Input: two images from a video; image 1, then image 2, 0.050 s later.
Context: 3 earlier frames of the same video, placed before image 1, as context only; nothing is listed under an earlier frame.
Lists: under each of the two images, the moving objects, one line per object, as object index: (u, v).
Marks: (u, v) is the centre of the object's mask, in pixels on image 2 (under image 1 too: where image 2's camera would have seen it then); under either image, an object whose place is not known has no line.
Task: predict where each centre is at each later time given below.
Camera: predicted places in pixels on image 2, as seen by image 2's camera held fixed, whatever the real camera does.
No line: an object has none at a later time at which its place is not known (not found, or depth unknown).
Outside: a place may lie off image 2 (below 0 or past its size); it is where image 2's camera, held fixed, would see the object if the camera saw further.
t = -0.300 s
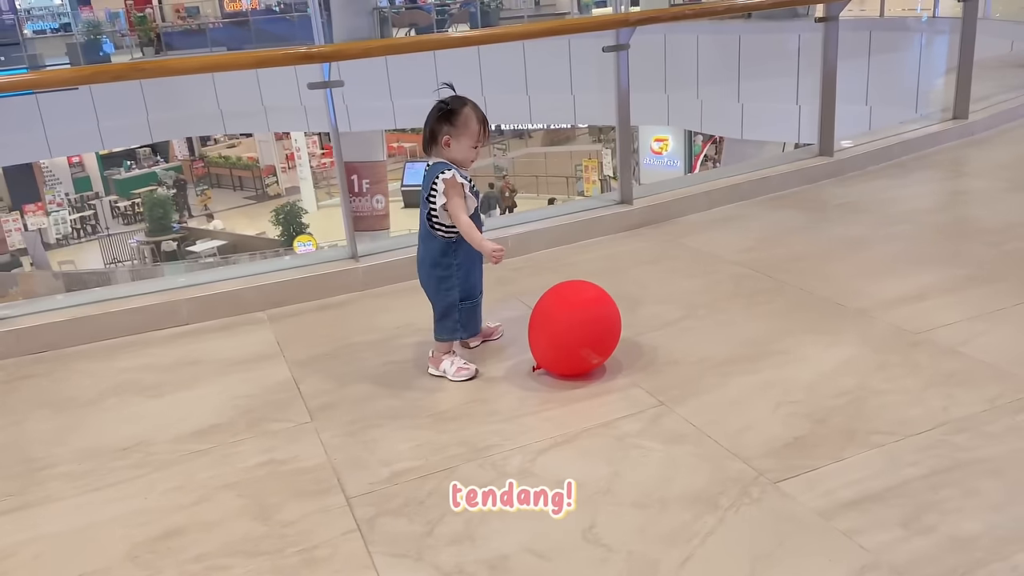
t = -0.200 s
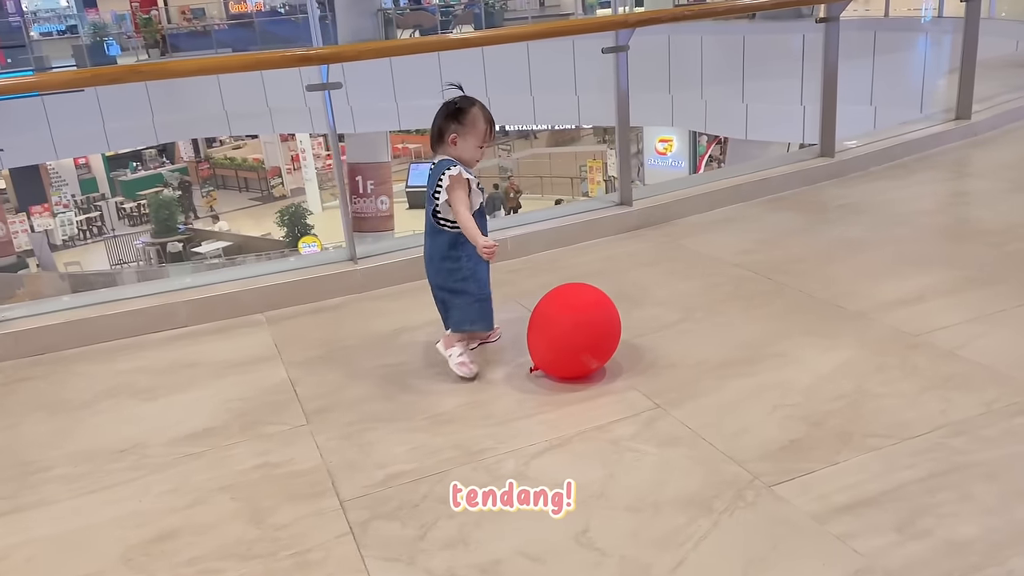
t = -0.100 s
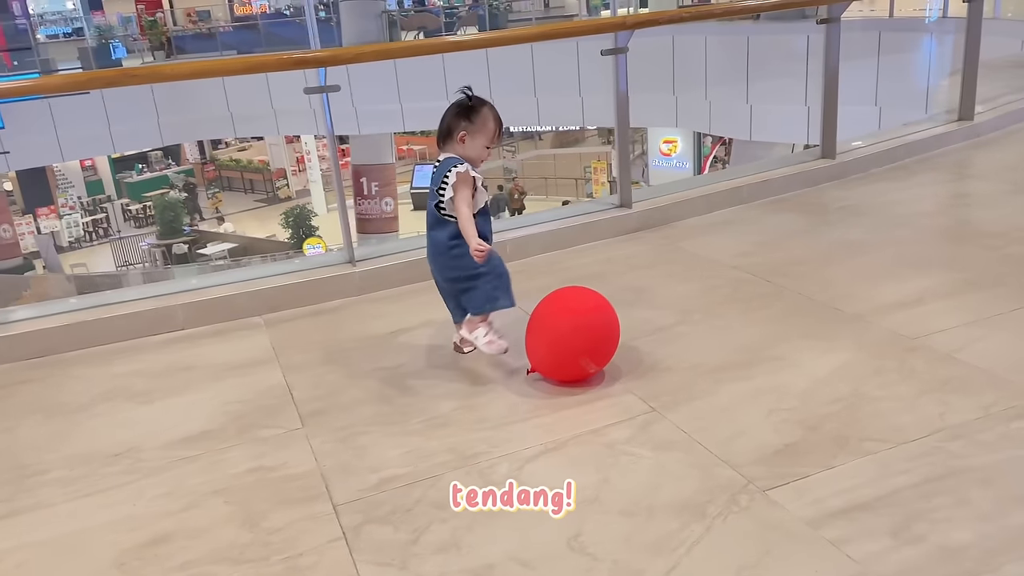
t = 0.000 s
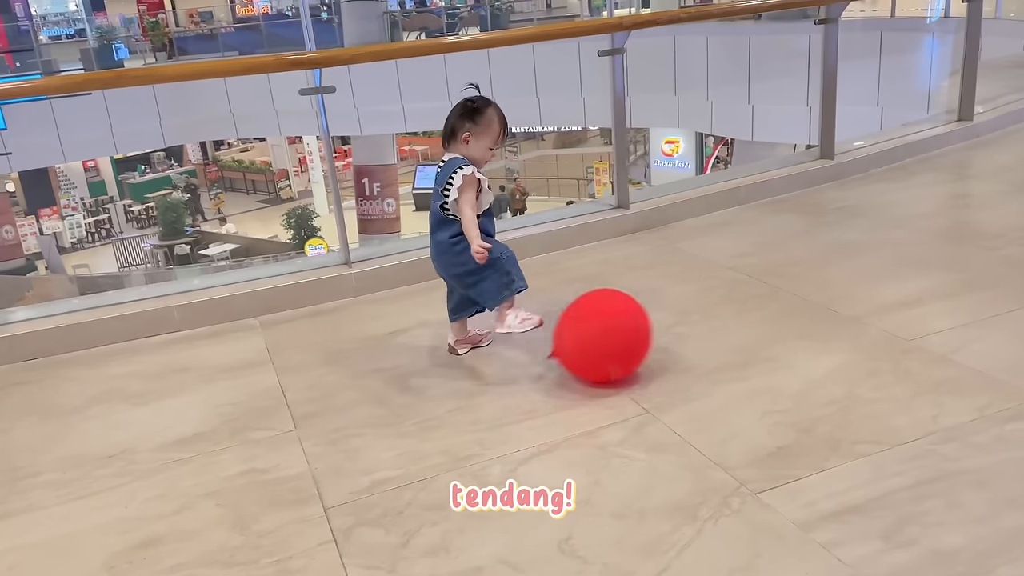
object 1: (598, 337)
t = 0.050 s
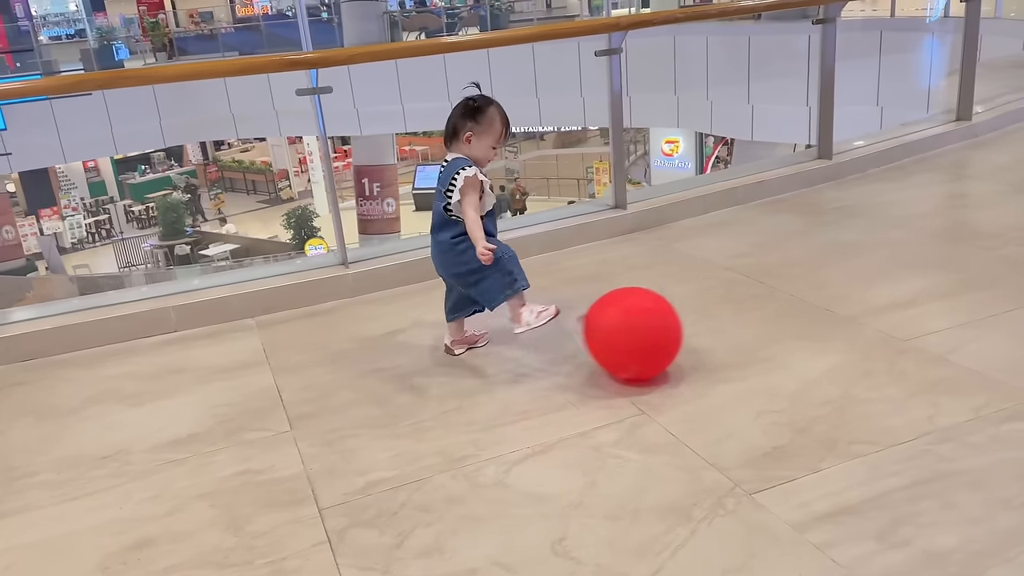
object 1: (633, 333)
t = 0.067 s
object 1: (643, 333)
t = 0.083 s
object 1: (654, 332)
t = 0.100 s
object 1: (664, 331)
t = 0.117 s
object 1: (673, 331)
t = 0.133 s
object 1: (682, 329)
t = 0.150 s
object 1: (691, 328)
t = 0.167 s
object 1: (699, 327)
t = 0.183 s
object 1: (707, 325)
